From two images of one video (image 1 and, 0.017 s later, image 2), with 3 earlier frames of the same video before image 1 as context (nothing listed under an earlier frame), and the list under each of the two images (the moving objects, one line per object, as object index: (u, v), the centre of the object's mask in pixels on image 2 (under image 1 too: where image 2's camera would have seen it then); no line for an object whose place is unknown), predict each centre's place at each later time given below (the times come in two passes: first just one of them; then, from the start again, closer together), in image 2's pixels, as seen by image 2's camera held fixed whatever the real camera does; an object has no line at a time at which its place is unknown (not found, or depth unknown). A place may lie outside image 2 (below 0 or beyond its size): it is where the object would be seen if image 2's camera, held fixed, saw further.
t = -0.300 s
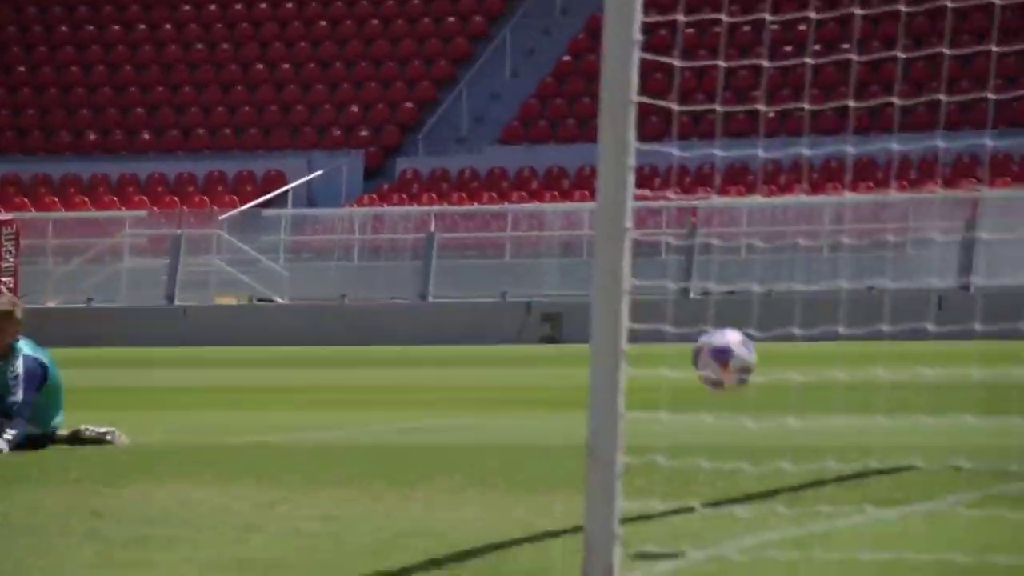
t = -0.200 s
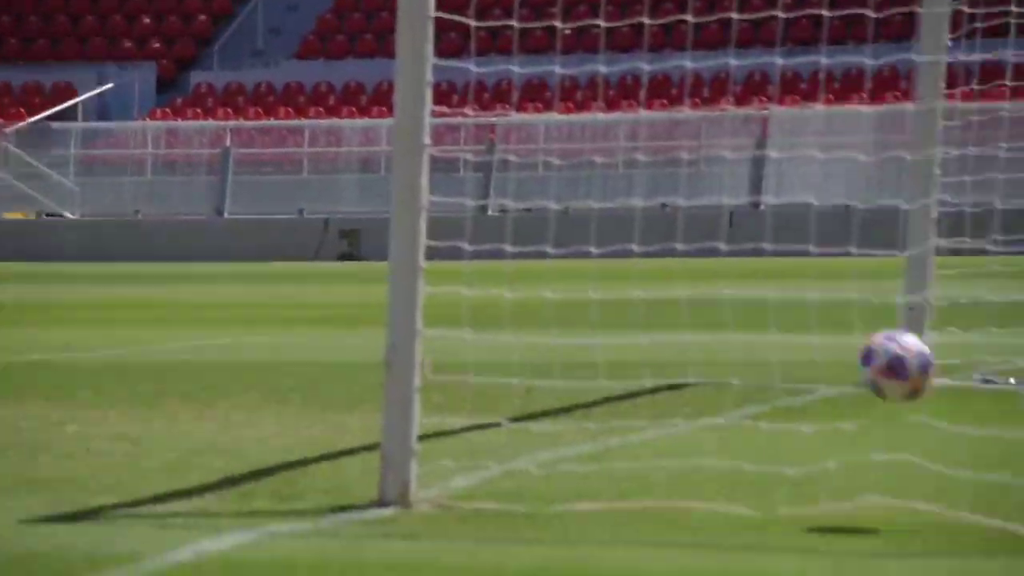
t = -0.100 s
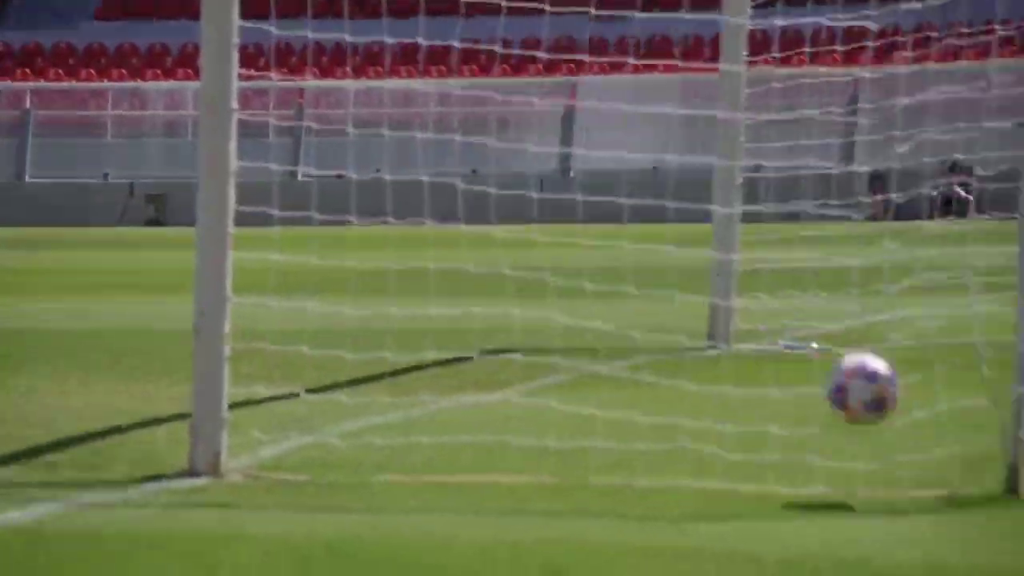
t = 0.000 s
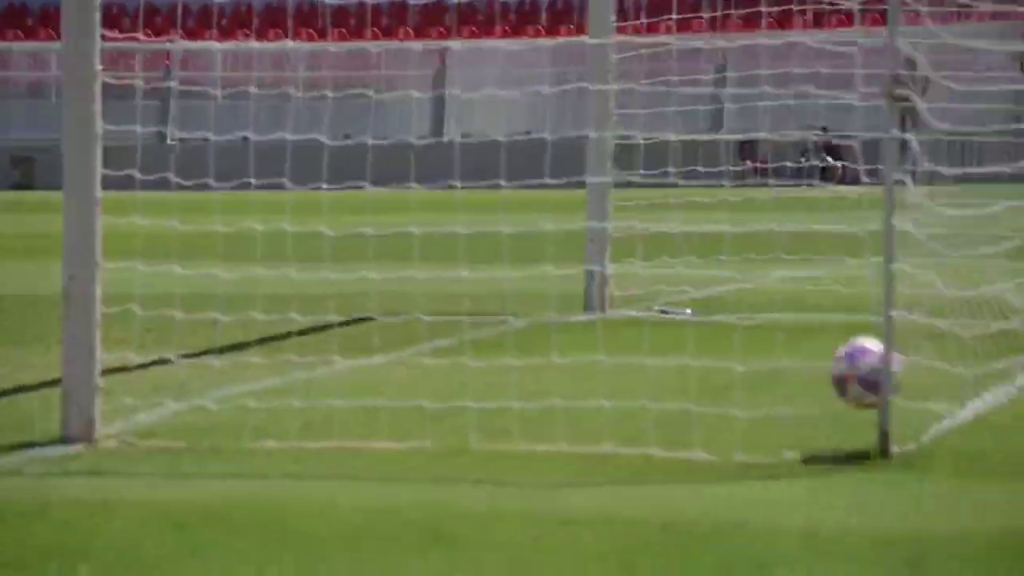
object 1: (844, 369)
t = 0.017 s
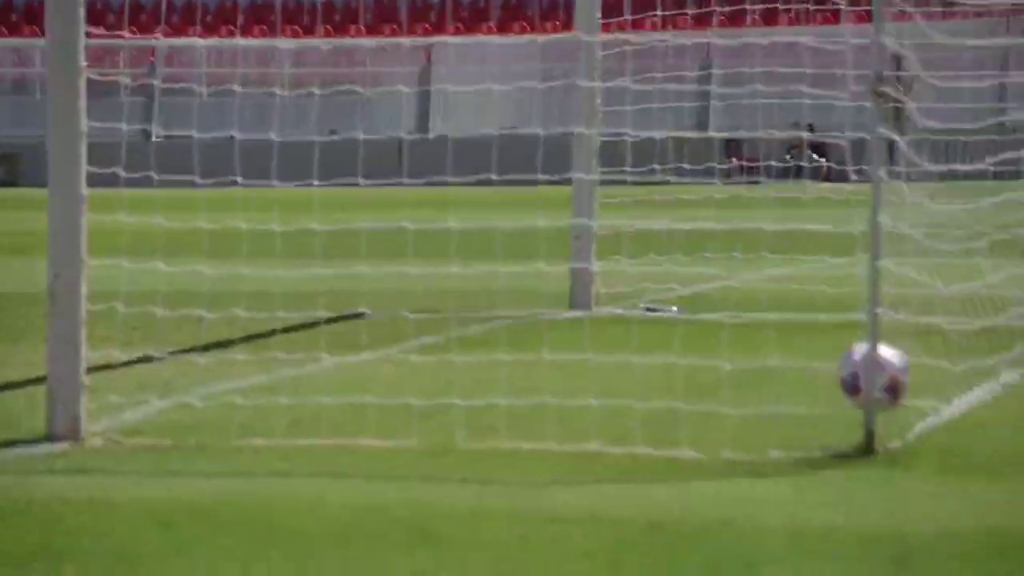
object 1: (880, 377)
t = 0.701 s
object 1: (933, 366)
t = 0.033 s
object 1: (900, 381)
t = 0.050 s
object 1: (914, 390)
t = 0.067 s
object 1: (932, 397)
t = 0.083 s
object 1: (943, 407)
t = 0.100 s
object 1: (951, 409)
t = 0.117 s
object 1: (950, 407)
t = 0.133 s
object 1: (949, 403)
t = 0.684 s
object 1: (932, 366)
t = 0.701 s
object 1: (933, 366)
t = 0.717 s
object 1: (932, 365)
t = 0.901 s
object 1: (936, 362)
